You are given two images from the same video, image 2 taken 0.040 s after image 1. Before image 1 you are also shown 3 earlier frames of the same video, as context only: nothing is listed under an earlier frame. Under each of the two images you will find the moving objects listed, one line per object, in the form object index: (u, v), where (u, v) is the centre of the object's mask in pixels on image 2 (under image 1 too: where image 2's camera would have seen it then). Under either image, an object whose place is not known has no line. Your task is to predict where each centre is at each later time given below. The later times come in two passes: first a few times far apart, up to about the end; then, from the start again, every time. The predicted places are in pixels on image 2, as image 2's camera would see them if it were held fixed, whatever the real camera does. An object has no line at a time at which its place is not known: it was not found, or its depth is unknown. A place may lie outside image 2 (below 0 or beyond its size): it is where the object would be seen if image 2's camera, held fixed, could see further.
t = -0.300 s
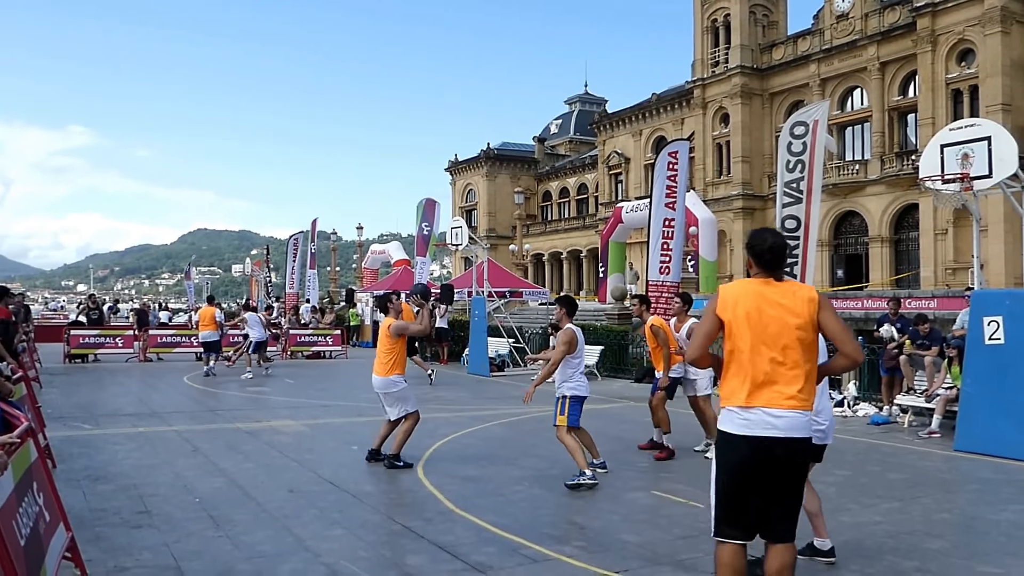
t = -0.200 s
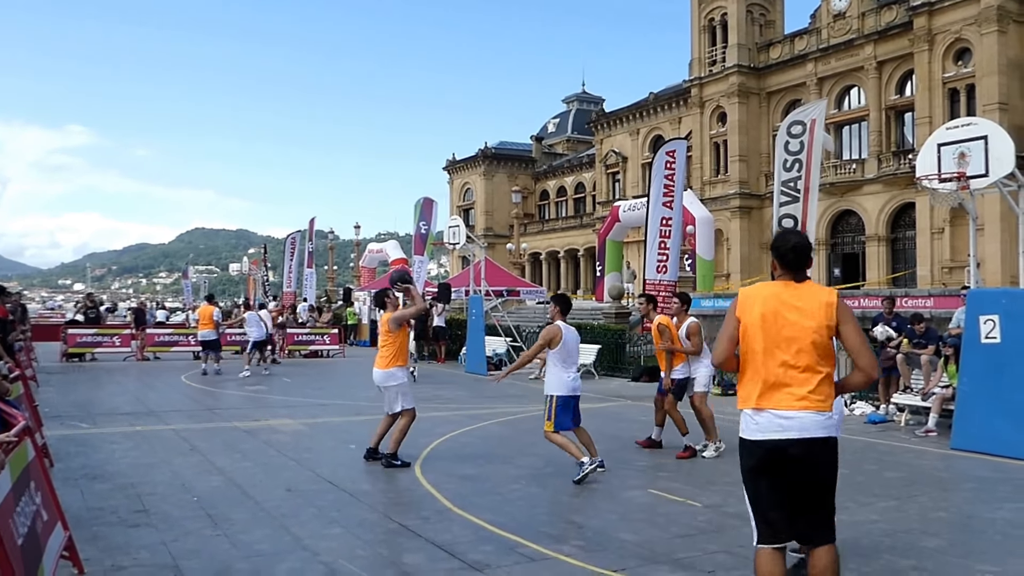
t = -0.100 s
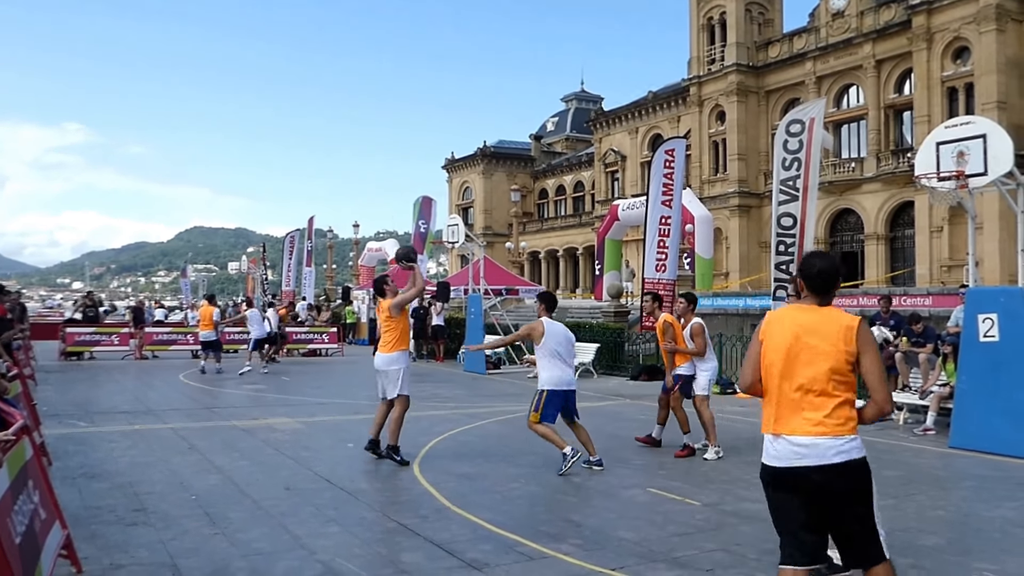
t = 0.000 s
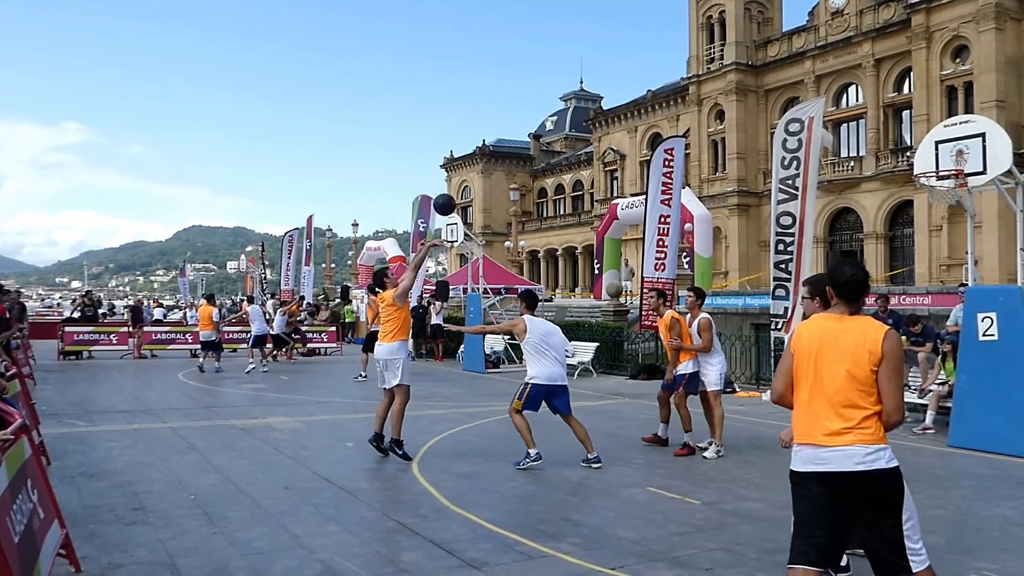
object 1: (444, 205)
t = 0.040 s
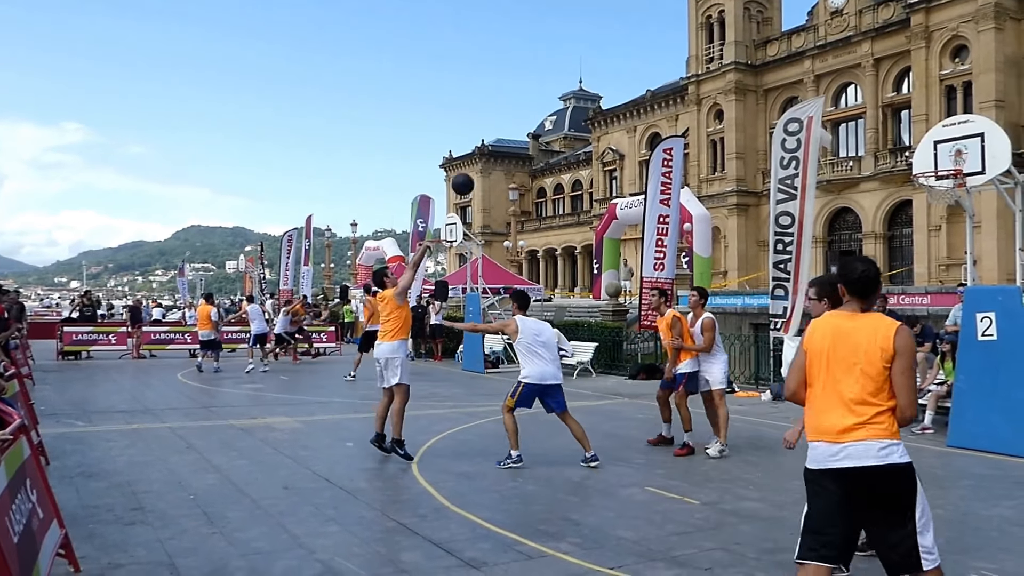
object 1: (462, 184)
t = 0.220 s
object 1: (549, 112)
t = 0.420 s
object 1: (644, 67)
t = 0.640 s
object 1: (748, 62)
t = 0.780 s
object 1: (815, 79)
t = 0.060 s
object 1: (472, 175)
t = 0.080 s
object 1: (482, 165)
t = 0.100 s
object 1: (491, 157)
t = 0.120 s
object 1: (500, 148)
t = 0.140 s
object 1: (510, 140)
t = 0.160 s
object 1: (520, 133)
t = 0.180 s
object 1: (530, 126)
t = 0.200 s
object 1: (539, 119)
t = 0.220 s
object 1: (549, 112)
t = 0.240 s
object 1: (558, 106)
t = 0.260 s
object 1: (568, 100)
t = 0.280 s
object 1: (578, 94)
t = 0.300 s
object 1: (587, 90)
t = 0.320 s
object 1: (597, 85)
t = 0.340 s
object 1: (606, 81)
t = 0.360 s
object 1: (616, 77)
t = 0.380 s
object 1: (625, 73)
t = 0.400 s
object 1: (635, 70)
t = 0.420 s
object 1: (644, 67)
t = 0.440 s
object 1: (654, 65)
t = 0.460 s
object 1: (663, 63)
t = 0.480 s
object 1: (673, 61)
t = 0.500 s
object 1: (682, 60)
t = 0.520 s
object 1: (692, 59)
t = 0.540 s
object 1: (701, 58)
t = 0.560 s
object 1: (711, 58)
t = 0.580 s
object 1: (720, 58)
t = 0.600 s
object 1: (730, 58)
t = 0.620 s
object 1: (739, 59)
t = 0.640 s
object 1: (748, 62)
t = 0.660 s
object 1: (758, 62)
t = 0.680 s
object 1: (767, 64)
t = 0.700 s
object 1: (777, 66)
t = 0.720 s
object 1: (786, 69)
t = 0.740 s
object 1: (796, 71)
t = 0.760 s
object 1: (805, 75)
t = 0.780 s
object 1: (815, 79)
